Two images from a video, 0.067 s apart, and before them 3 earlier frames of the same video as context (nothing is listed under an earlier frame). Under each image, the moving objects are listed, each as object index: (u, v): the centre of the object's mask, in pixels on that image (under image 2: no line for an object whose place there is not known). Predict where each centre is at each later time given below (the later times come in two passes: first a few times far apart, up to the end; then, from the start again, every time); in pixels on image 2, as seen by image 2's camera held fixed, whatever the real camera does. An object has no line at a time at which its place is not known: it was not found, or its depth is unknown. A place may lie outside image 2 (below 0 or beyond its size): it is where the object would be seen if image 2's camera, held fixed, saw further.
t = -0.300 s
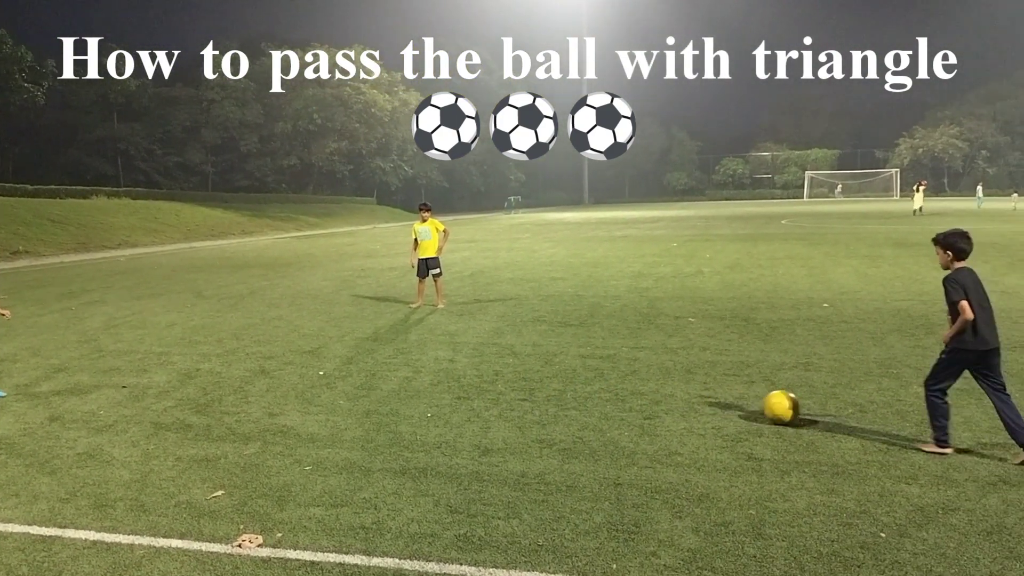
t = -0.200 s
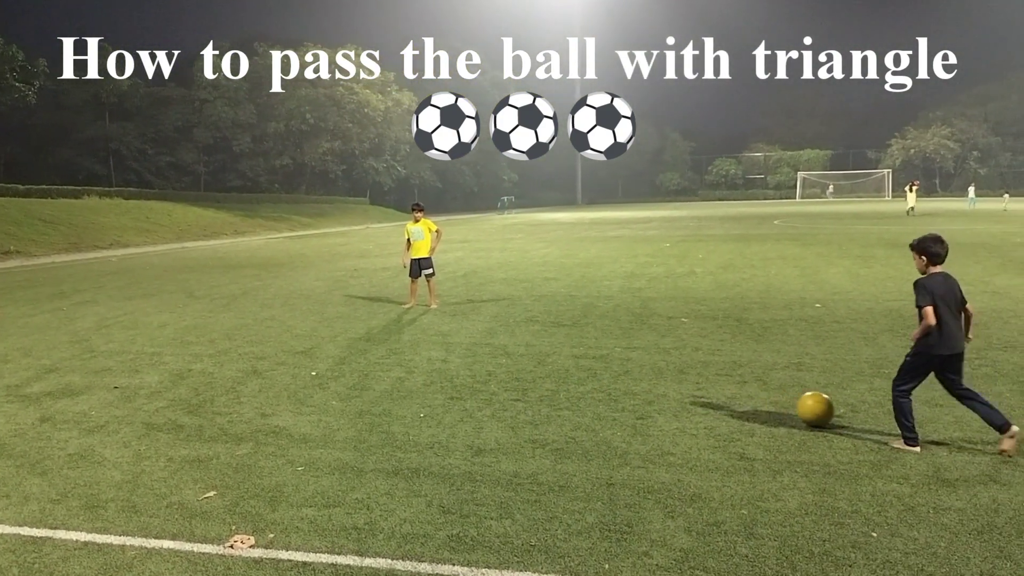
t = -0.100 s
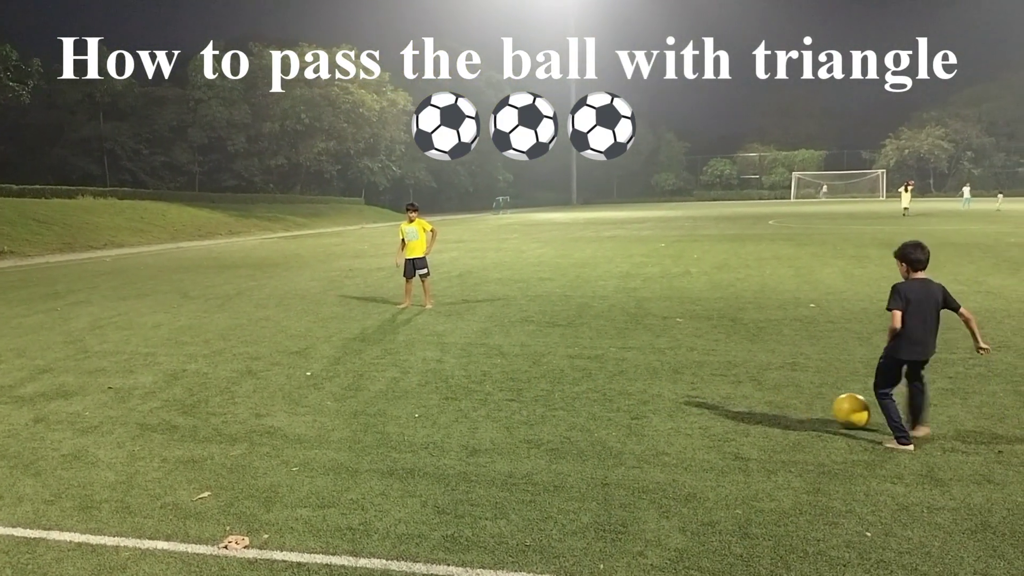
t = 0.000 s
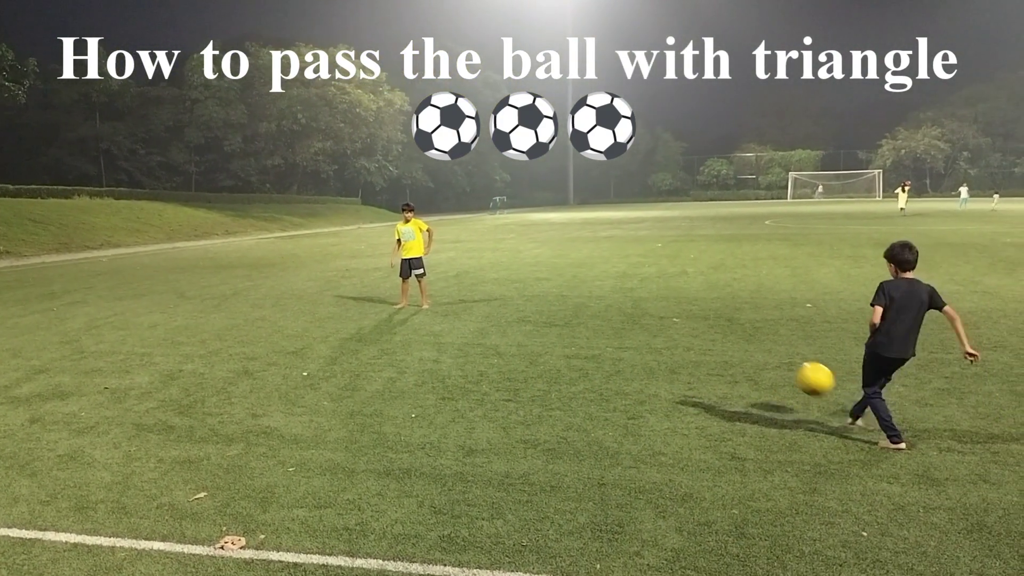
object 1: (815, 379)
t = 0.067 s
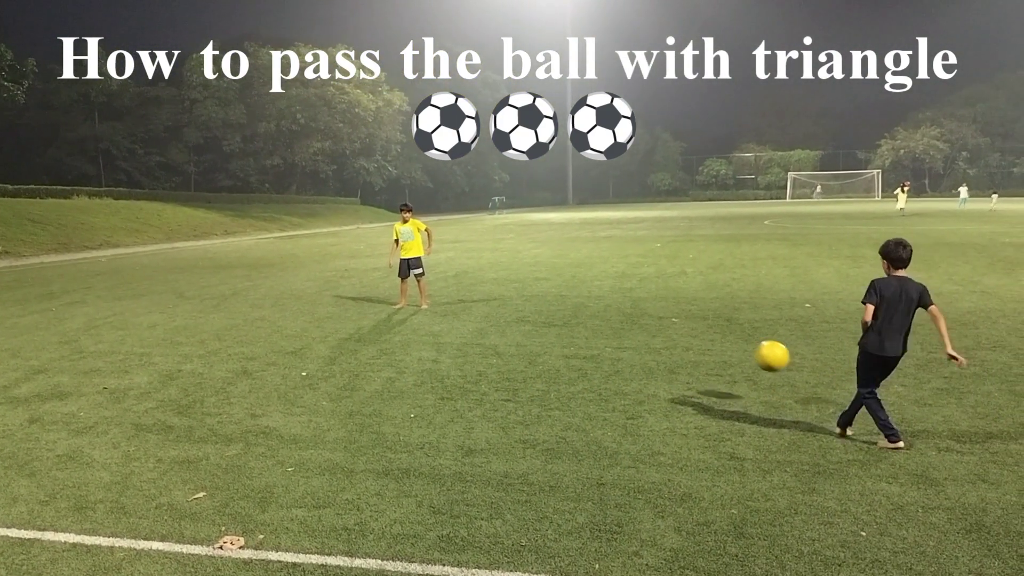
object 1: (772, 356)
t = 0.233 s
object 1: (683, 331)
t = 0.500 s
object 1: (590, 337)
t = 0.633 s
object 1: (571, 320)
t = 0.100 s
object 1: (753, 348)
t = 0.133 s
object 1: (734, 342)
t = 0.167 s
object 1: (716, 337)
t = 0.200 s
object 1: (699, 333)
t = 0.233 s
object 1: (683, 331)
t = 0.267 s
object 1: (668, 330)
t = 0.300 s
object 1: (655, 331)
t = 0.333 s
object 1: (641, 333)
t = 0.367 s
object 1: (628, 336)
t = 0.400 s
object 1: (616, 339)
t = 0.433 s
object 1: (604, 344)
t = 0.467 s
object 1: (595, 344)
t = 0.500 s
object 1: (590, 337)
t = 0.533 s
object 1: (585, 330)
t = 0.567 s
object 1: (580, 326)
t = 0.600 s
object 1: (575, 322)
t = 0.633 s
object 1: (571, 320)
